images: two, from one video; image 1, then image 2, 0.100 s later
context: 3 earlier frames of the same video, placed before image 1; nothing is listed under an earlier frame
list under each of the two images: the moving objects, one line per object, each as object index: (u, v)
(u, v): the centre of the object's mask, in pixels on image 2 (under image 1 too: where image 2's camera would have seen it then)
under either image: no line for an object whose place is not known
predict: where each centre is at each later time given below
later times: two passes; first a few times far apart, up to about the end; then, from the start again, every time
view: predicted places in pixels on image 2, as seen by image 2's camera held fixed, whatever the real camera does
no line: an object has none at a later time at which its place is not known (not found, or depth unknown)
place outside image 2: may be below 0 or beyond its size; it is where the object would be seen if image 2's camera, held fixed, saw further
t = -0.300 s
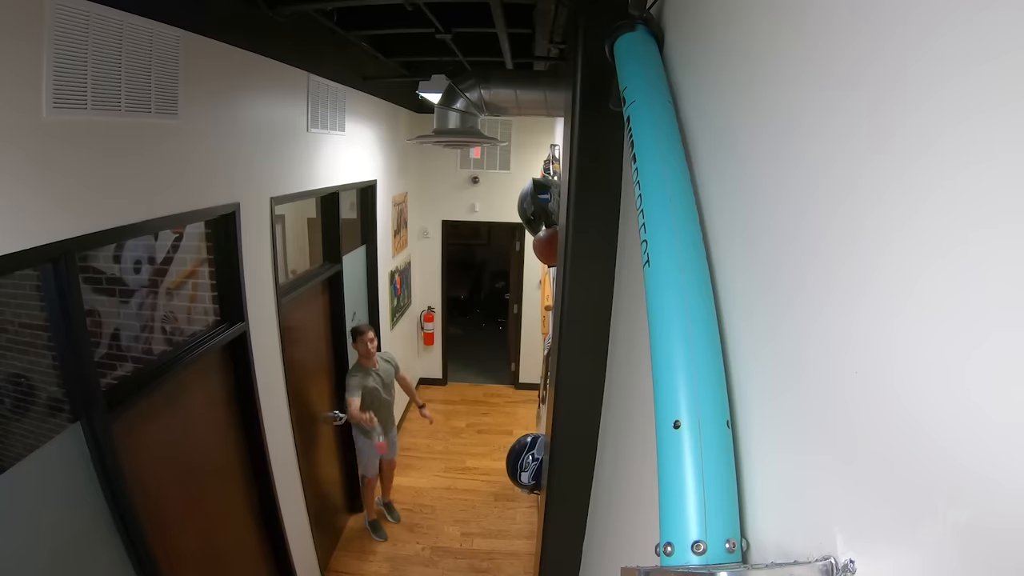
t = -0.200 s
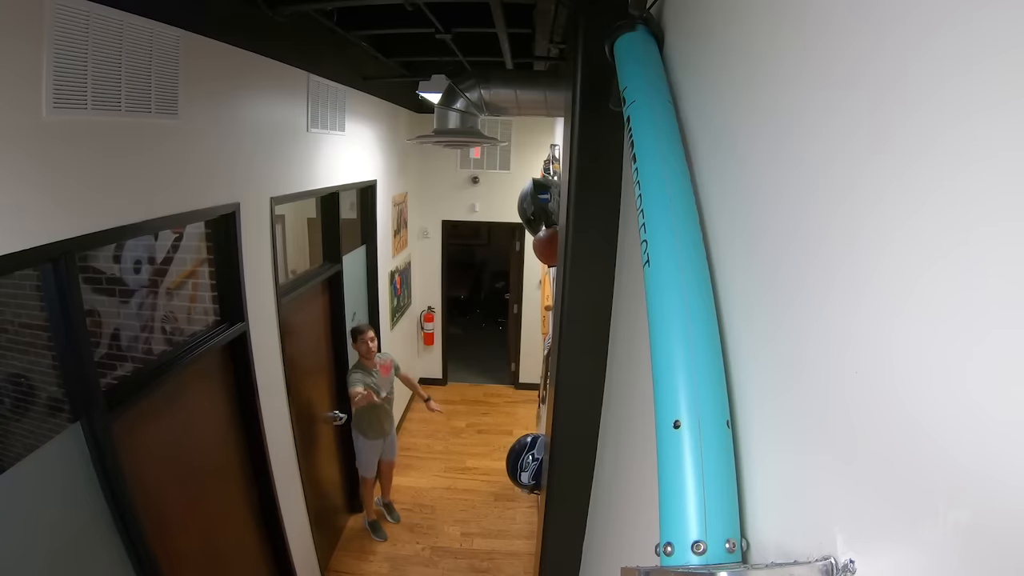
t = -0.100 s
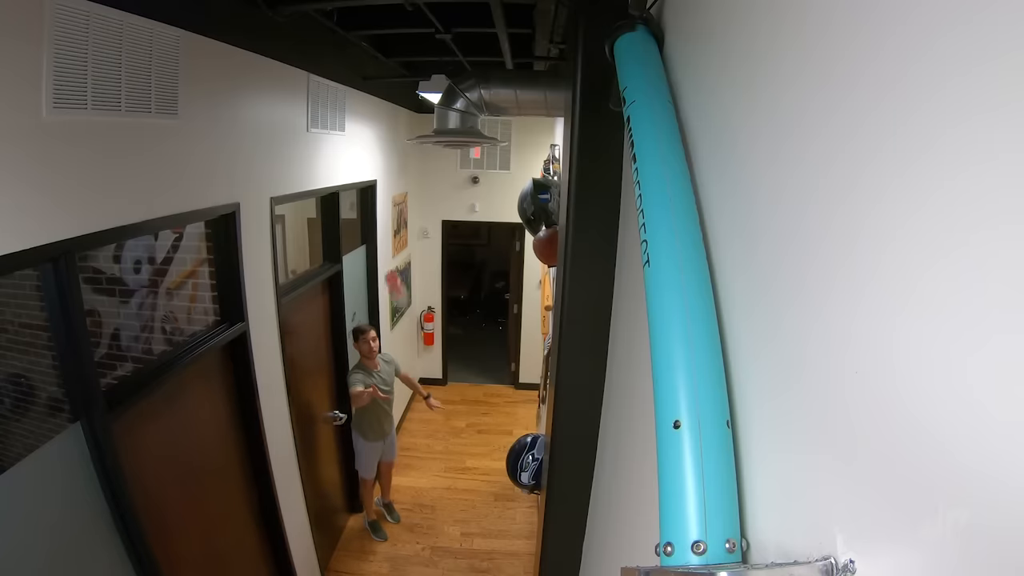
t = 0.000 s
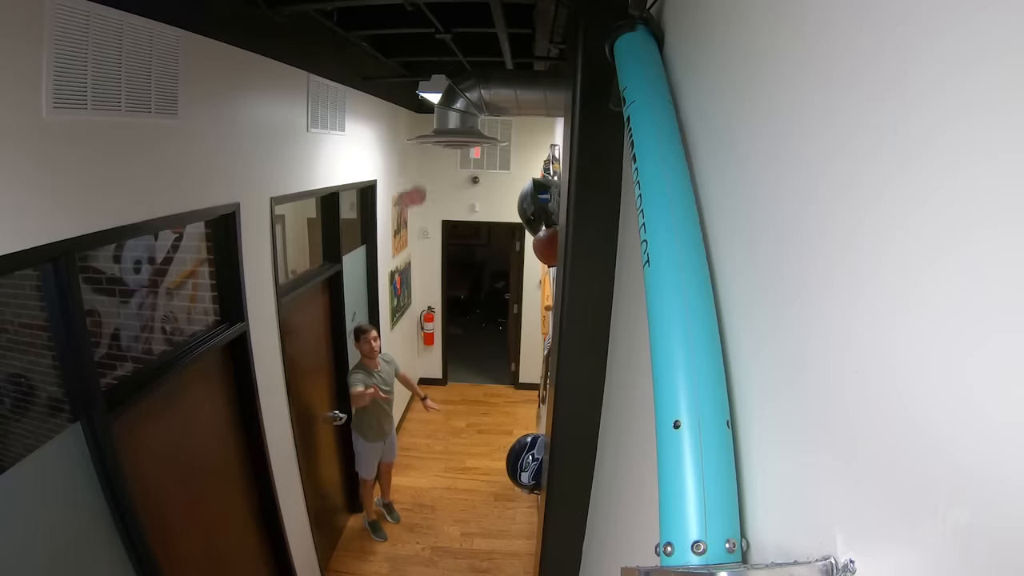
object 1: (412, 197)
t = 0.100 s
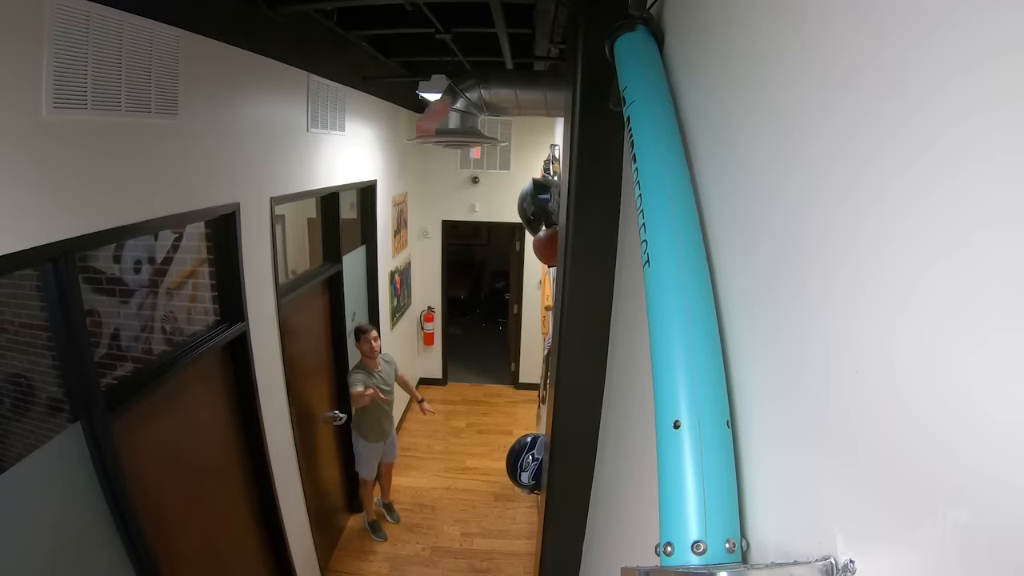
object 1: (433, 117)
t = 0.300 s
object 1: (494, 20)
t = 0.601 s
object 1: (677, 157)
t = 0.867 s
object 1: (742, 450)
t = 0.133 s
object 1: (443, 90)
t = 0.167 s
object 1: (454, 67)
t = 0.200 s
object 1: (463, 48)
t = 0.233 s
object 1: (474, 31)
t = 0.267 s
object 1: (483, 24)
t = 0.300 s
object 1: (494, 20)
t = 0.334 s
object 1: (509, 17)
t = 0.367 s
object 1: (526, 16)
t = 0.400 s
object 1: (546, 18)
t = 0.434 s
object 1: (569, 22)
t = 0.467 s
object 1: (594, 31)
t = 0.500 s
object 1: (612, 42)
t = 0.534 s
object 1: (630, 58)
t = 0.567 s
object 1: (655, 100)
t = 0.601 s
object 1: (677, 157)
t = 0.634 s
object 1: (698, 214)
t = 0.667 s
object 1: (718, 293)
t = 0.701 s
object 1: (731, 396)
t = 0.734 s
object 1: (734, 462)
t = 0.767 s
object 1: (741, 459)
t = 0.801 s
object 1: (744, 458)
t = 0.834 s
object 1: (744, 452)
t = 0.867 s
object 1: (742, 450)
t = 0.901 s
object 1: (740, 452)
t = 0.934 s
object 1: (741, 456)
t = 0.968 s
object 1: (741, 461)
